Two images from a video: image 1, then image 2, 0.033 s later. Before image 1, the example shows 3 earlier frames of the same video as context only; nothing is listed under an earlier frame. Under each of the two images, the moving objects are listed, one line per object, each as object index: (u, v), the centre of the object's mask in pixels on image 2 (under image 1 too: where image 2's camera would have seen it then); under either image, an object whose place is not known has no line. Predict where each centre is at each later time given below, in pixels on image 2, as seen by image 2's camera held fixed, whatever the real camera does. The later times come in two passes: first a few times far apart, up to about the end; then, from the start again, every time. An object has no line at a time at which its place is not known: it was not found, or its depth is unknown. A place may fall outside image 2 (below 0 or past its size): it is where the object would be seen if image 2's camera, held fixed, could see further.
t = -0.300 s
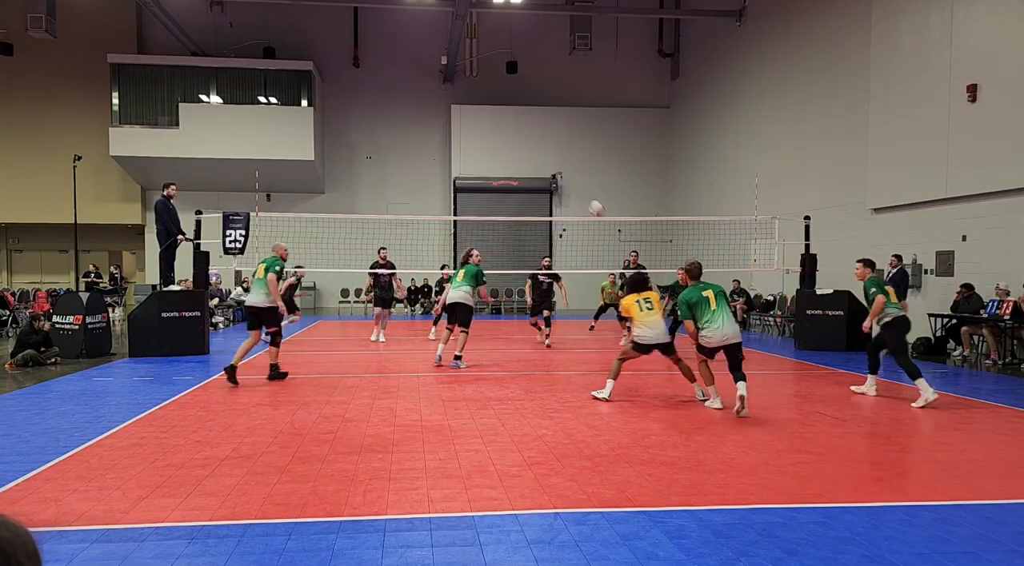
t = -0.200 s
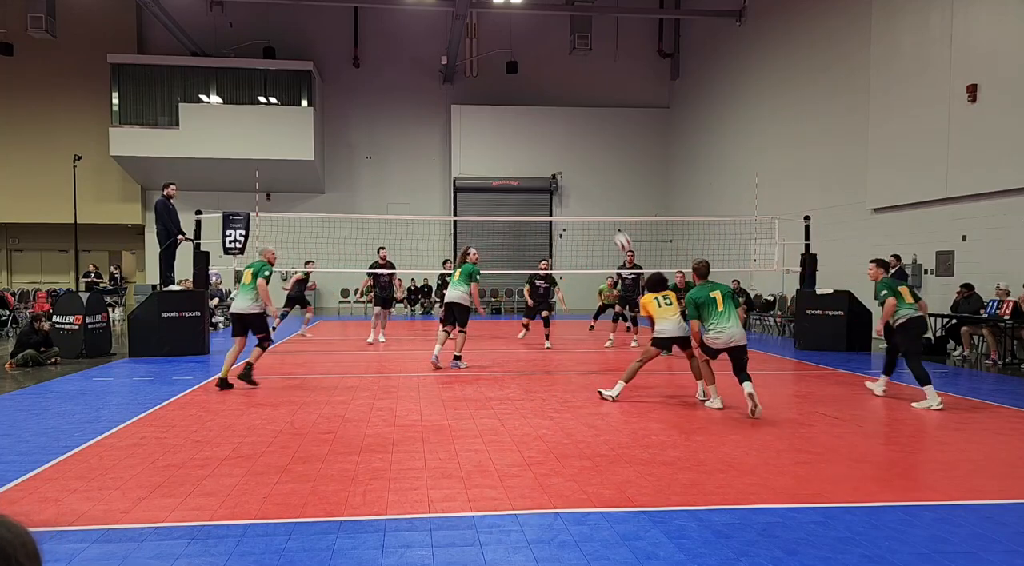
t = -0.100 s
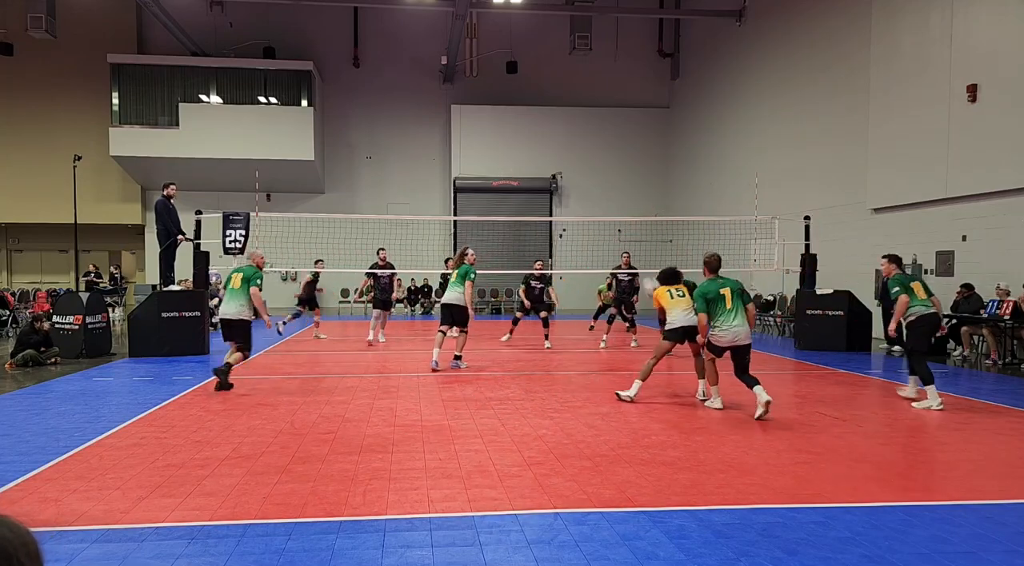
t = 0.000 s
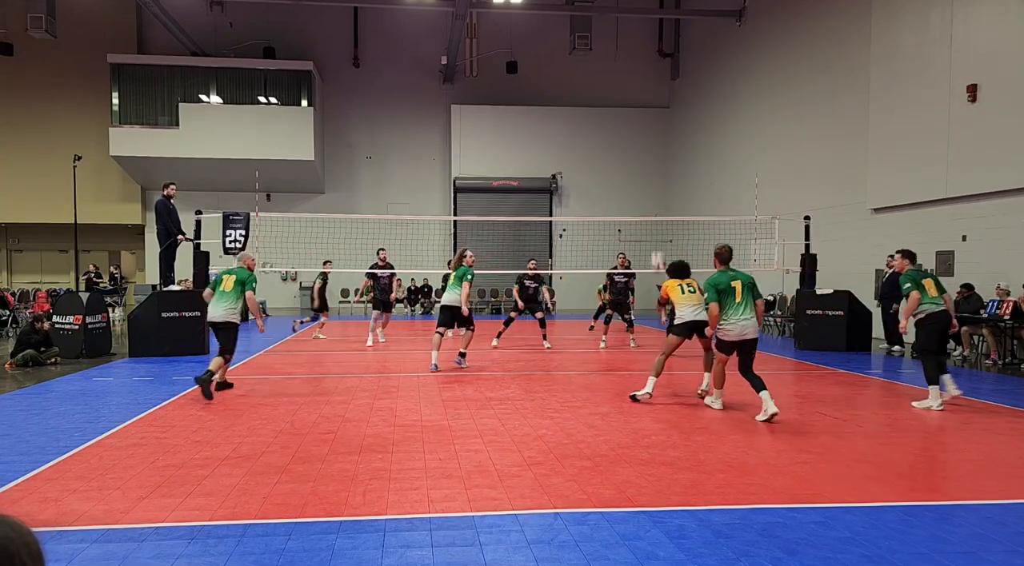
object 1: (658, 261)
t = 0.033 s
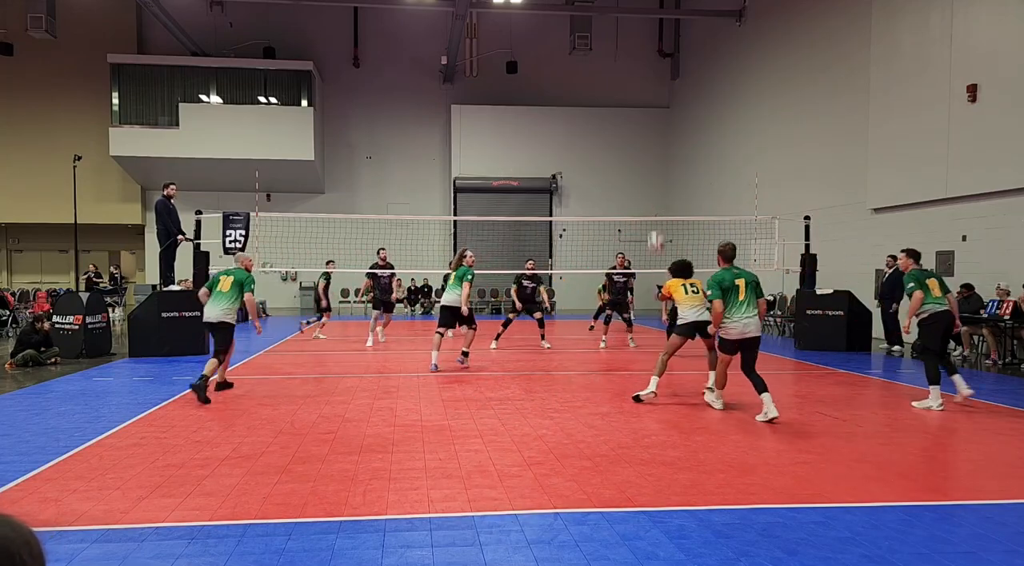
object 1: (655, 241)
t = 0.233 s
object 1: (643, 143)
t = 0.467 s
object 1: (631, 77)
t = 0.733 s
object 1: (618, 54)
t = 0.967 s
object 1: (606, 72)
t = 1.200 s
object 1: (595, 122)
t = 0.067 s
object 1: (653, 222)
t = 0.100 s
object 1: (652, 204)
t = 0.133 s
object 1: (650, 187)
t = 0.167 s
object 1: (647, 172)
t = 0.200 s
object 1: (645, 157)
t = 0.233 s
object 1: (643, 143)
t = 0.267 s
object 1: (642, 131)
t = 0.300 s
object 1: (640, 120)
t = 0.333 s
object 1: (638, 109)
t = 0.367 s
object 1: (637, 99)
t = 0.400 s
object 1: (634, 91)
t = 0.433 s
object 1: (633, 83)
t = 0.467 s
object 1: (631, 77)
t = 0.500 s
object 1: (629, 71)
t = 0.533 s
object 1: (627, 66)
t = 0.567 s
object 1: (626, 62)
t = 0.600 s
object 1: (623, 59)
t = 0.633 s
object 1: (622, 56)
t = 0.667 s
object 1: (621, 55)
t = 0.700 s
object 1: (619, 54)
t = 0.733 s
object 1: (618, 54)
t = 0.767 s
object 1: (616, 55)
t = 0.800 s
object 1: (614, 55)
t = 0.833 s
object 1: (613, 57)
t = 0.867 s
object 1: (611, 60)
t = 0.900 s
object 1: (609, 64)
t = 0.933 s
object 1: (608, 68)
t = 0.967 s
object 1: (606, 72)
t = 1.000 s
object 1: (604, 78)
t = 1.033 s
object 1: (603, 84)
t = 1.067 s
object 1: (602, 91)
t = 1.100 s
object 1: (600, 98)
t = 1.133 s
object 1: (599, 105)
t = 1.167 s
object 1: (597, 113)
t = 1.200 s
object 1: (595, 122)
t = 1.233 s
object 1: (594, 132)
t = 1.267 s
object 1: (593, 143)
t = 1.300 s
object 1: (591, 153)
